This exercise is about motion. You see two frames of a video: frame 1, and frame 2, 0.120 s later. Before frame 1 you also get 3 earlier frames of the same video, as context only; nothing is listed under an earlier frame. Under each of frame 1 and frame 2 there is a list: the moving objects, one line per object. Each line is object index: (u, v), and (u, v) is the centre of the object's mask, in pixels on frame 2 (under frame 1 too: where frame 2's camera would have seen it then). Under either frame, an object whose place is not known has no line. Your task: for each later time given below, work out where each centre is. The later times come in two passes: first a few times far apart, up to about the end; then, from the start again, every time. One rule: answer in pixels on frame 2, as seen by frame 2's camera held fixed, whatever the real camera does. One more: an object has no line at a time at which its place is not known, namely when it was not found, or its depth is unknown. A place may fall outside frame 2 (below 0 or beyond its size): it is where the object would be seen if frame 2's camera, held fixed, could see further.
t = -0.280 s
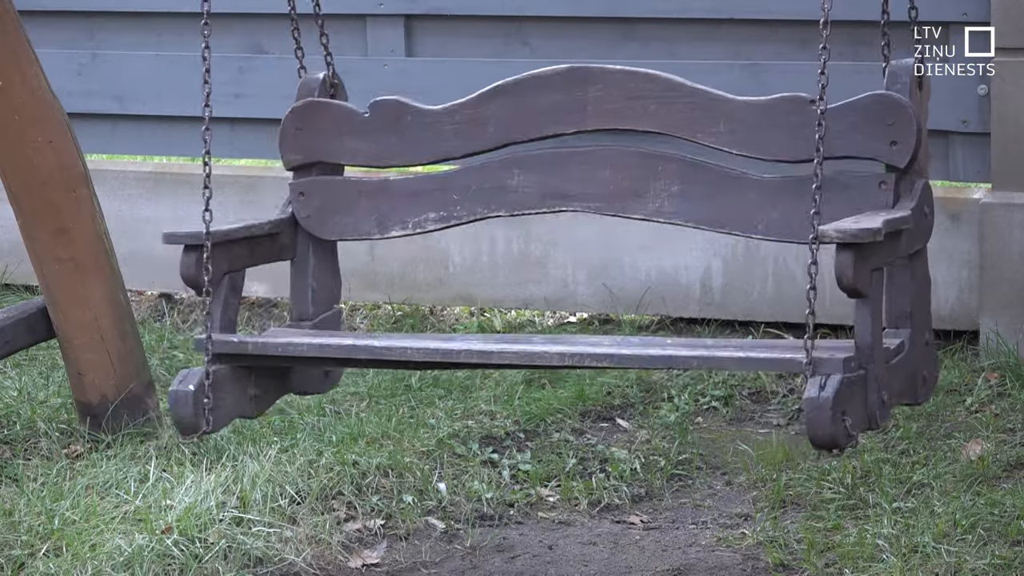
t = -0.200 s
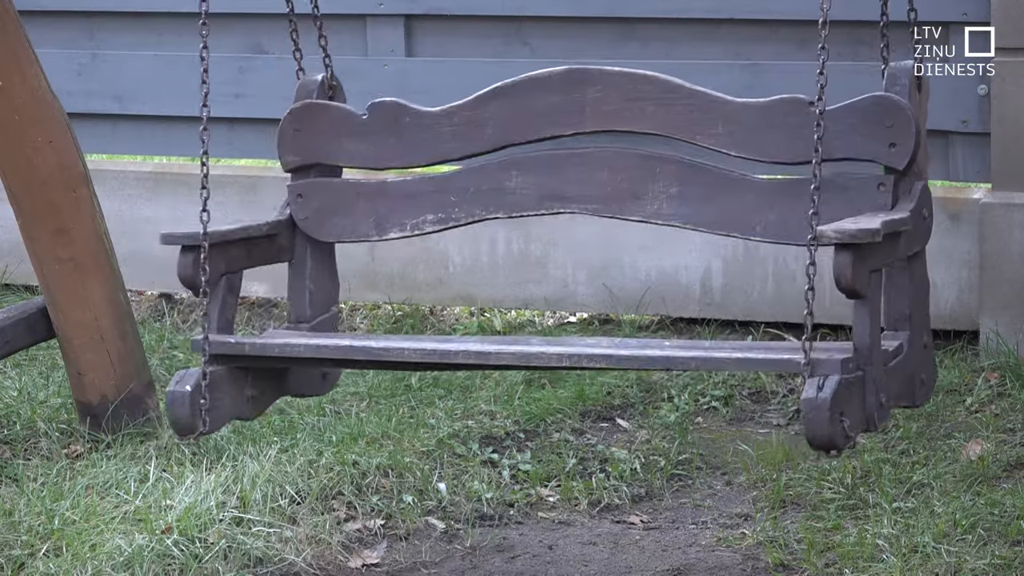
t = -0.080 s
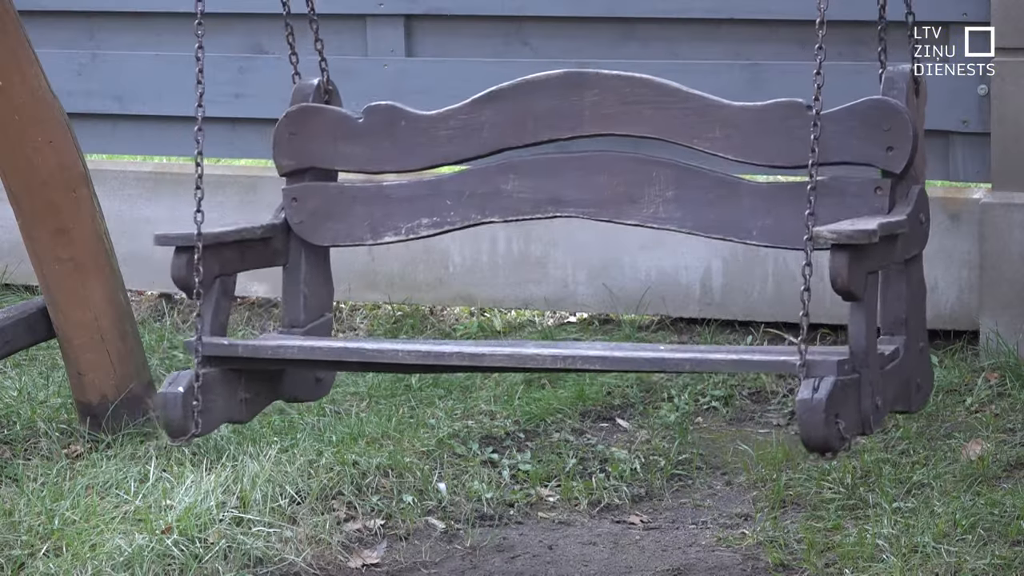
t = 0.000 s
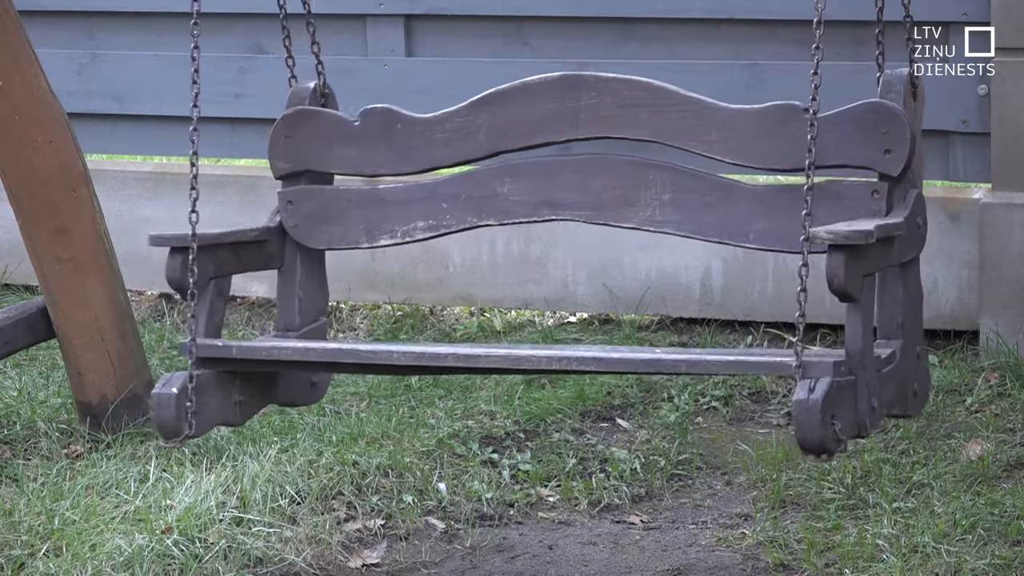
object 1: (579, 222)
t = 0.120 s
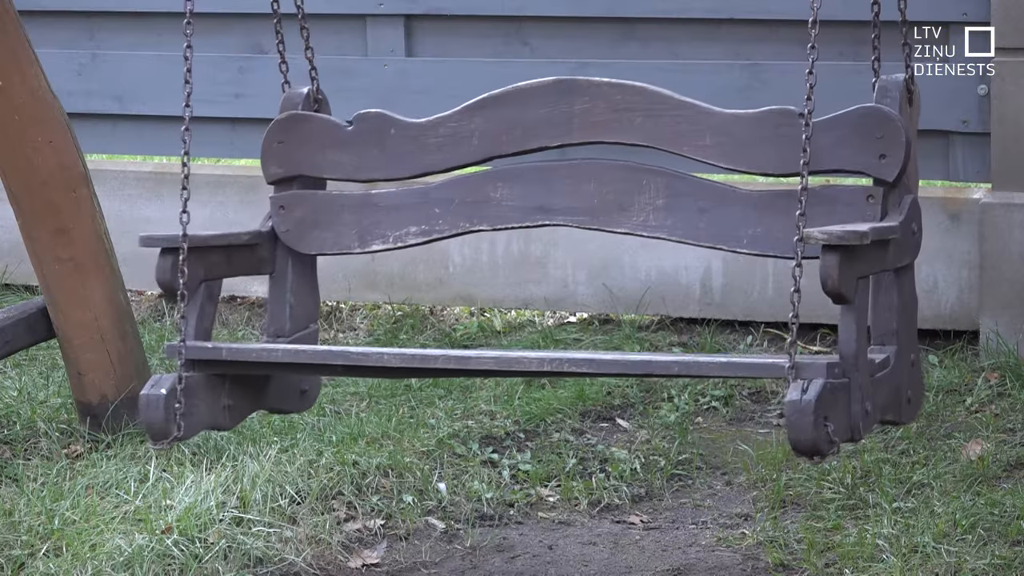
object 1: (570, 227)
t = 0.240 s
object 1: (562, 232)
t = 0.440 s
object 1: (543, 238)
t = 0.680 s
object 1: (534, 244)
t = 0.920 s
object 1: (534, 245)
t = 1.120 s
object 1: (538, 242)
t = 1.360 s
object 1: (553, 235)
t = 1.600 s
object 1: (570, 225)
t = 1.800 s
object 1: (584, 218)
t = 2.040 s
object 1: (589, 212)
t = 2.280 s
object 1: (585, 214)
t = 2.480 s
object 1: (577, 220)
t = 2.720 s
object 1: (562, 230)
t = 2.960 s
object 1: (542, 238)
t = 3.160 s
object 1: (533, 243)
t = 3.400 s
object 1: (531, 244)
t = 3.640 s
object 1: (540, 242)
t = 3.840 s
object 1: (551, 236)
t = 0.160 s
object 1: (564, 228)
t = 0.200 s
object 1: (564, 230)
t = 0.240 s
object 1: (562, 232)
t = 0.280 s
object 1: (556, 234)
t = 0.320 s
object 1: (553, 235)
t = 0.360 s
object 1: (554, 237)
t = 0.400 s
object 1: (547, 238)
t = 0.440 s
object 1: (543, 238)
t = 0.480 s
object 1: (542, 240)
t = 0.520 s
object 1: (539, 241)
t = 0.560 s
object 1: (541, 242)
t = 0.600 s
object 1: (540, 243)
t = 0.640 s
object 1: (534, 243)
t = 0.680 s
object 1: (534, 244)
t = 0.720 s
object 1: (531, 244)
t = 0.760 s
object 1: (530, 244)
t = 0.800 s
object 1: (533, 245)
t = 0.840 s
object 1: (532, 245)
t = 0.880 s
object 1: (531, 245)
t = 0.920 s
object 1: (534, 245)
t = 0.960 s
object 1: (530, 244)
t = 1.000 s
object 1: (532, 244)
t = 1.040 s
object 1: (532, 243)
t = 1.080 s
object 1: (533, 242)
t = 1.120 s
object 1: (538, 242)
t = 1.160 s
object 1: (540, 241)
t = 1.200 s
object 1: (542, 240)
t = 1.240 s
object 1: (542, 238)
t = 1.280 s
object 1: (546, 238)
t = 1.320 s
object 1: (547, 236)
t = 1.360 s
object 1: (553, 235)
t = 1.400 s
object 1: (556, 234)
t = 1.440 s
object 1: (560, 232)
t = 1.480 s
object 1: (563, 230)
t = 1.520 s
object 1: (562, 228)
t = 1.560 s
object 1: (565, 226)
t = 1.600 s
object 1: (570, 225)
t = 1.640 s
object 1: (573, 223)
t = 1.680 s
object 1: (575, 222)
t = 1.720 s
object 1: (577, 220)
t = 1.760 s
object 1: (583, 219)
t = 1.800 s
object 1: (584, 218)
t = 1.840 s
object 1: (585, 216)
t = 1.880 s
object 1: (588, 215)
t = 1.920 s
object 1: (586, 214)
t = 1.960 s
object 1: (587, 213)
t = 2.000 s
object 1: (587, 212)
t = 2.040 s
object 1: (589, 212)
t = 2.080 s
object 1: (590, 212)
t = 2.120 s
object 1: (590, 212)
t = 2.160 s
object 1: (589, 212)
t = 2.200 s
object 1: (586, 212)
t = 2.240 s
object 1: (585, 213)
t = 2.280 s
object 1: (585, 214)
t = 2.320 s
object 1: (589, 215)
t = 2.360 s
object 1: (585, 216)
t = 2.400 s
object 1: (585, 218)
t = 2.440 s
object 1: (577, 218)
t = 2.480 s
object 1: (577, 220)
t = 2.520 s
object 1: (568, 221)
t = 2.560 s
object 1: (570, 223)
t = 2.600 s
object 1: (571, 226)
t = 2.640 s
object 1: (568, 227)
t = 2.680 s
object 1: (566, 229)
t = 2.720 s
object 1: (562, 230)
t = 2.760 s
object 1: (560, 232)
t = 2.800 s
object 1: (556, 234)
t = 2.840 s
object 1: (550, 235)
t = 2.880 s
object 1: (551, 237)
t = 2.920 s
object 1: (546, 238)
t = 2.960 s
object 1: (542, 238)
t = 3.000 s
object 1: (541, 240)
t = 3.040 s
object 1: (539, 241)
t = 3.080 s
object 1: (537, 242)
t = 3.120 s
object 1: (534, 242)
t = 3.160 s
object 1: (533, 243)
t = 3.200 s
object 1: (536, 244)
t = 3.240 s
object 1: (531, 244)
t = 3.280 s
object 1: (530, 244)
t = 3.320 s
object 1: (530, 244)
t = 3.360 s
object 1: (530, 244)
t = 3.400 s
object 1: (531, 244)
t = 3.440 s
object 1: (531, 244)
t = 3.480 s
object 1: (532, 244)
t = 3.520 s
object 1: (537, 244)
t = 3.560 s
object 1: (536, 243)
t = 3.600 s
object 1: (539, 242)
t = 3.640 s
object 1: (540, 242)
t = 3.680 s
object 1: (542, 241)
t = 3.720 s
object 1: (547, 240)
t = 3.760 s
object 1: (546, 238)
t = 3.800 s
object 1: (548, 238)
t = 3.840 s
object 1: (551, 236)
